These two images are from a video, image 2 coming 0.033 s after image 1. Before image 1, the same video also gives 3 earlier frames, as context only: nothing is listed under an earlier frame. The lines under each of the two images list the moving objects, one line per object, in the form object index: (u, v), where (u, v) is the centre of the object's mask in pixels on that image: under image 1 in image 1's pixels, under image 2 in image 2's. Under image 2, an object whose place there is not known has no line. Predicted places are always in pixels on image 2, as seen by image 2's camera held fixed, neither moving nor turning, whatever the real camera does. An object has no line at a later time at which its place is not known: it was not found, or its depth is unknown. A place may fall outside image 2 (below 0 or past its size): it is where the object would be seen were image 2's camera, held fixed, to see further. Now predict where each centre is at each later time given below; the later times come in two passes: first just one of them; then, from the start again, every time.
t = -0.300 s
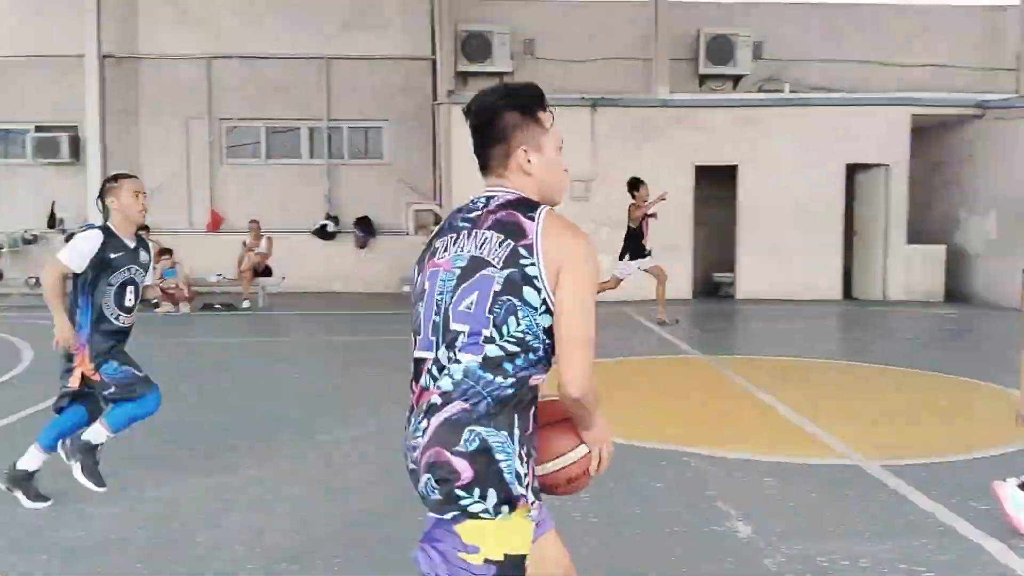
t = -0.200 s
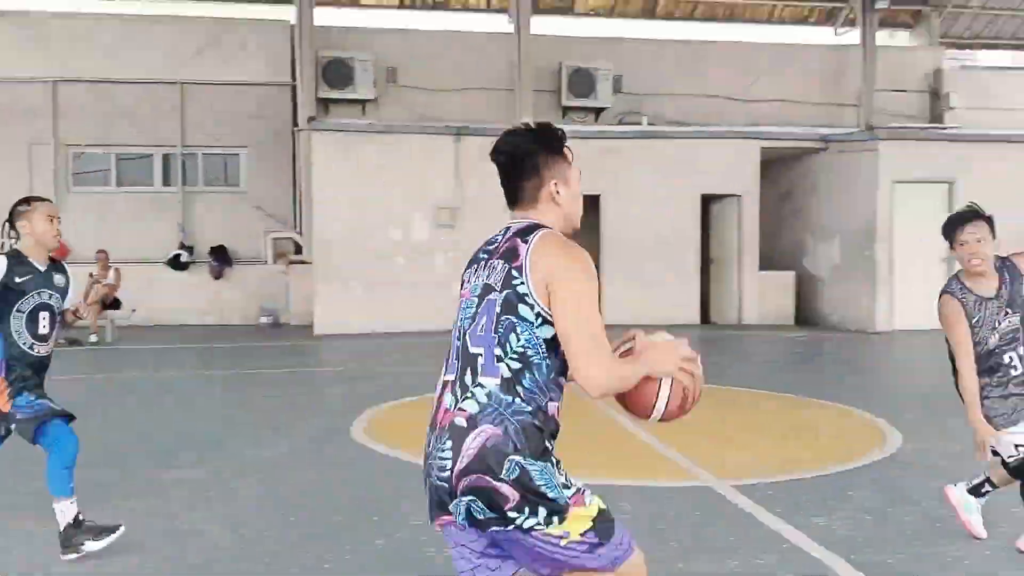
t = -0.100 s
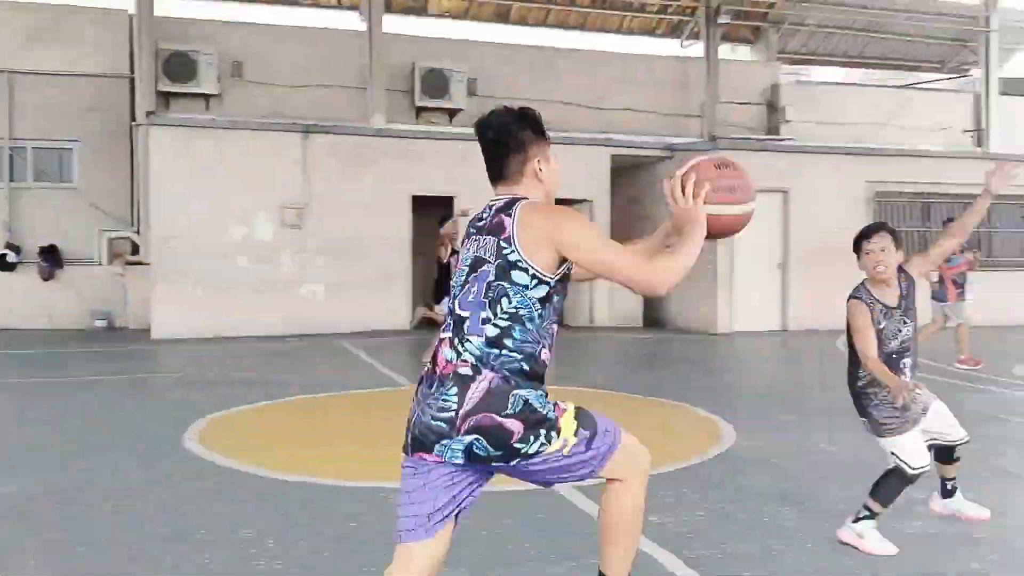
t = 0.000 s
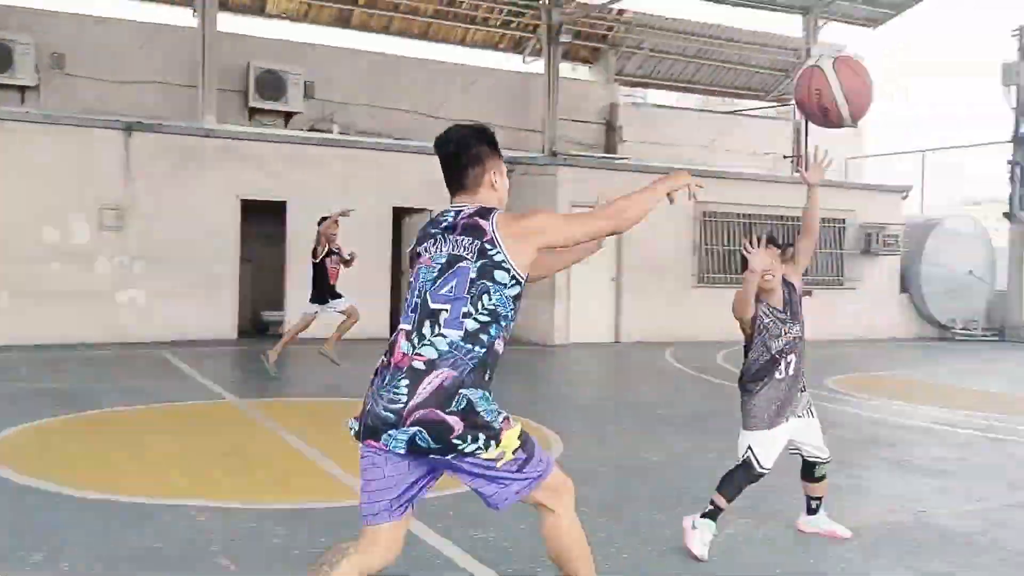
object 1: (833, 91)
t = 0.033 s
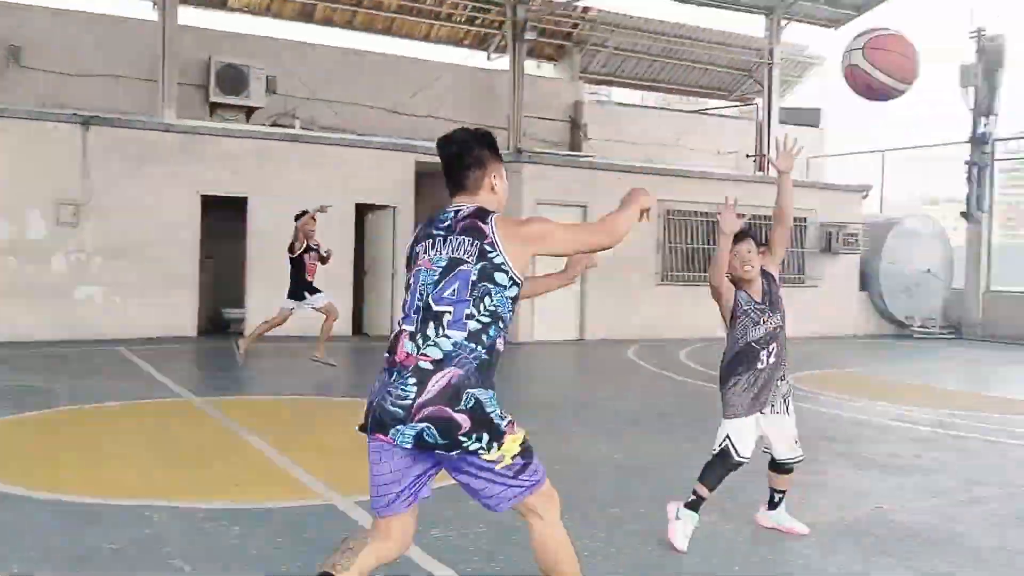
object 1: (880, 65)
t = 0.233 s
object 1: (1268, 7)
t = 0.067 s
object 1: (958, 45)
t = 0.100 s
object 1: (1032, 29)
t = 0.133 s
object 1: (1099, 19)
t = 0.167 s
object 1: (1159, 12)
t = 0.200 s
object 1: (1216, 8)
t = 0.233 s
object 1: (1268, 7)
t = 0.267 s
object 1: (1315, 8)
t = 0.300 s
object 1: (1359, 12)
